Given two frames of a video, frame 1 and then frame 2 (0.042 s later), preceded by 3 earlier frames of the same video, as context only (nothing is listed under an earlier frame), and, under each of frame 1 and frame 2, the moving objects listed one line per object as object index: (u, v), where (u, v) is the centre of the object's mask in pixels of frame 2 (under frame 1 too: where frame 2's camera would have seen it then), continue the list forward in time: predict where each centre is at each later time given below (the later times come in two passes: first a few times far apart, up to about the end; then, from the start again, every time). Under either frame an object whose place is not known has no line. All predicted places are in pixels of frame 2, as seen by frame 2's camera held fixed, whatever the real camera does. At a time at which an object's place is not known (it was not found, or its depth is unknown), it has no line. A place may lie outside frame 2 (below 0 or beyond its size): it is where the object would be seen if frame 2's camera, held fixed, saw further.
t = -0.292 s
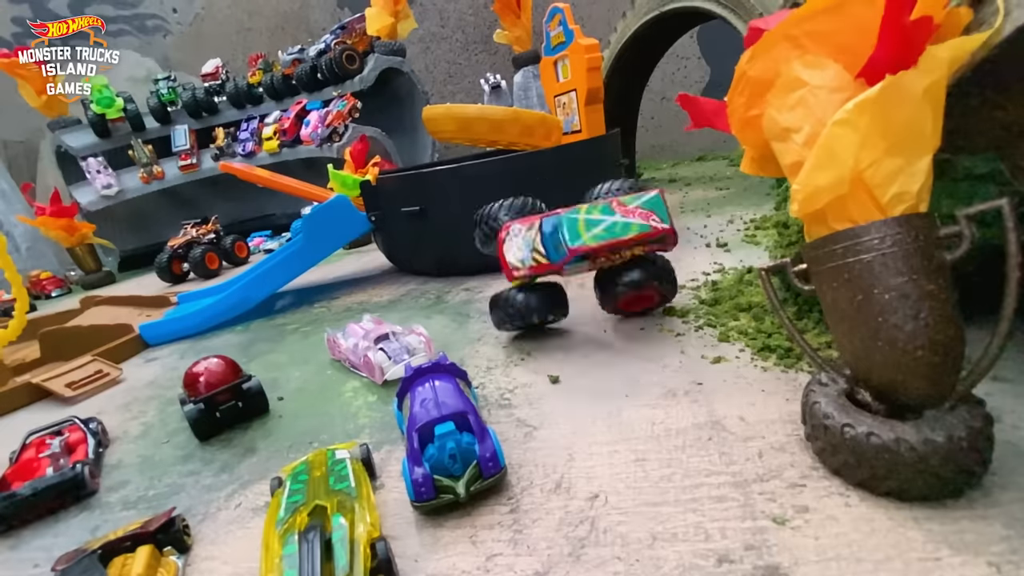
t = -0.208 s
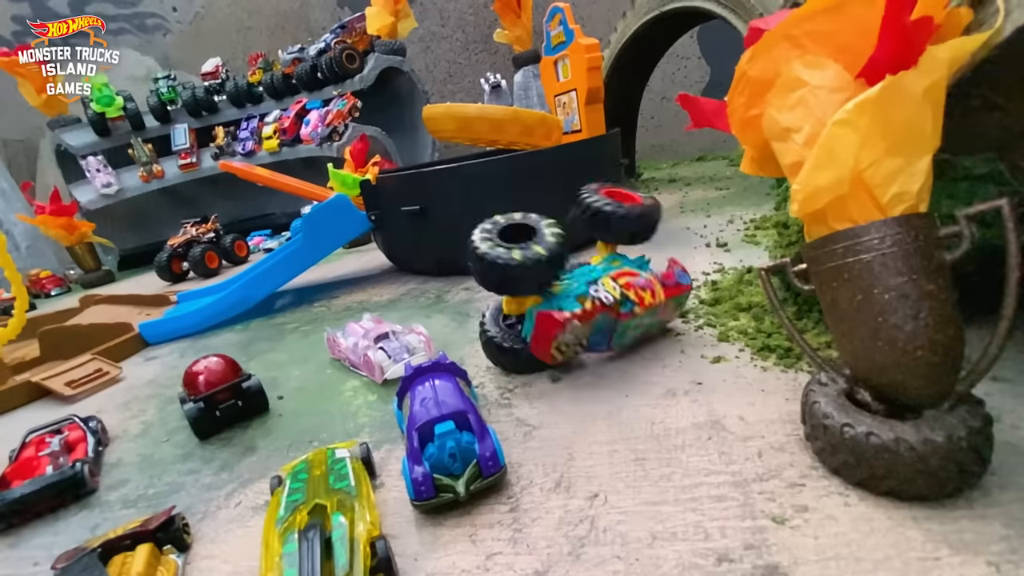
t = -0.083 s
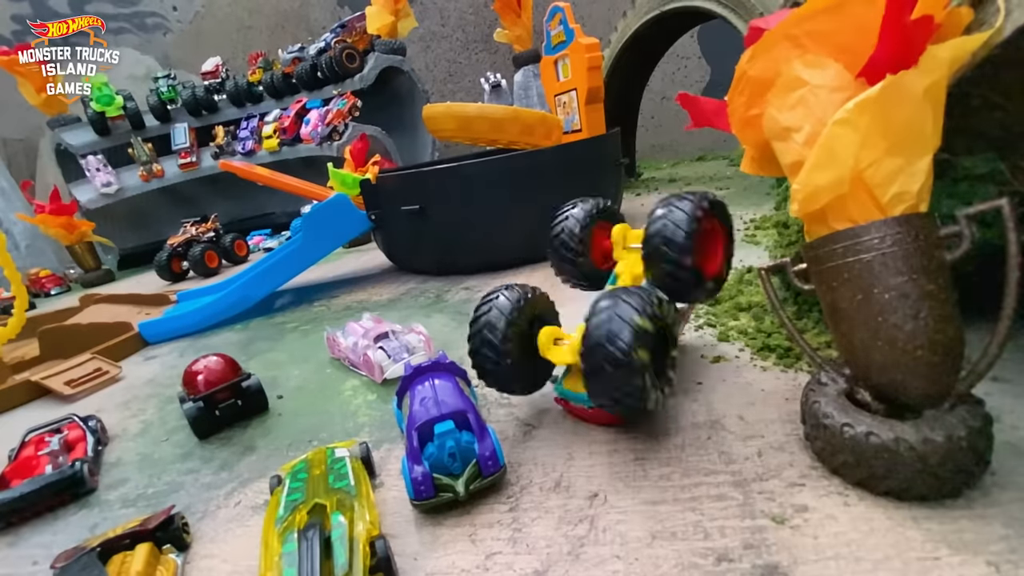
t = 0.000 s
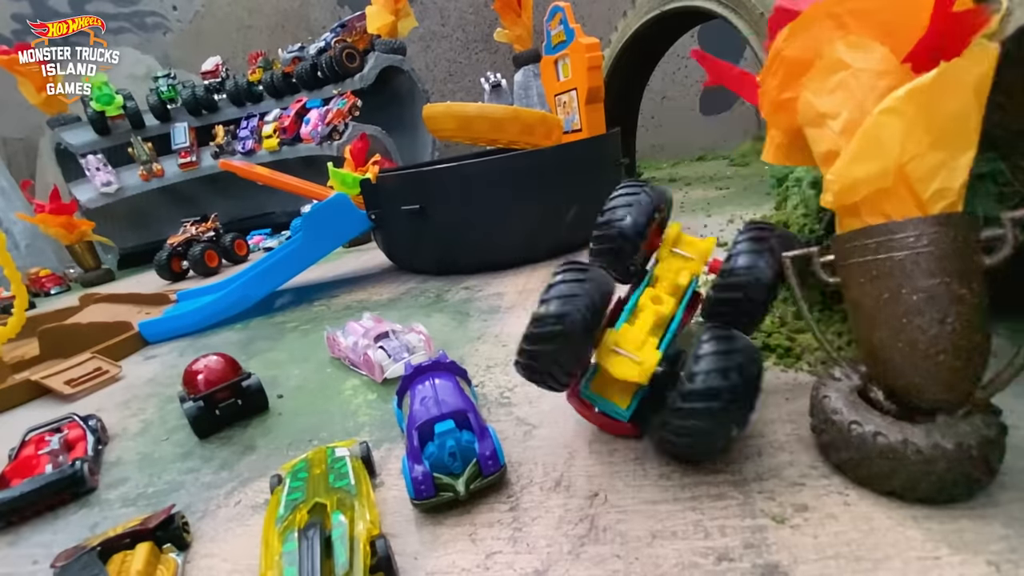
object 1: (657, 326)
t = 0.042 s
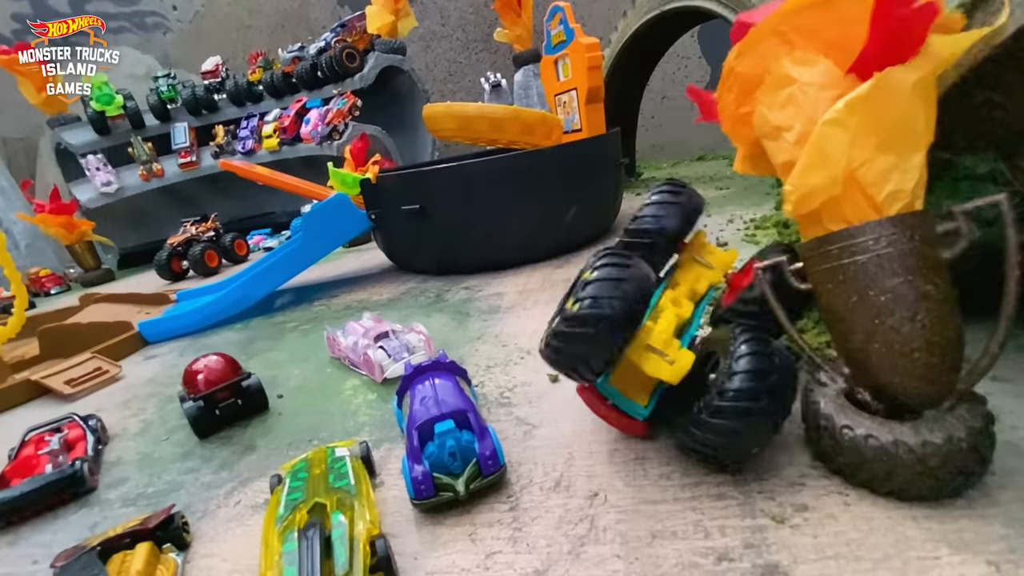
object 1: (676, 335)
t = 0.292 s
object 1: (696, 338)
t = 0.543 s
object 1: (693, 337)
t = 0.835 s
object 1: (693, 337)
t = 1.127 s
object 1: (693, 336)
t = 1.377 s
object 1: (693, 336)
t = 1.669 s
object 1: (693, 336)
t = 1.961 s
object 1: (693, 336)
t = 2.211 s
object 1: (693, 336)
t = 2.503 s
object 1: (693, 336)
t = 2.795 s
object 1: (693, 336)
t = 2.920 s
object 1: (693, 336)
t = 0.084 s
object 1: (694, 343)
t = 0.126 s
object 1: (702, 337)
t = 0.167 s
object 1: (702, 338)
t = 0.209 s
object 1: (699, 339)
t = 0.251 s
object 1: (695, 338)
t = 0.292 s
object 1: (696, 338)
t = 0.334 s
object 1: (694, 337)
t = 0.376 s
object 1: (694, 336)
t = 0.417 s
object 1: (693, 337)
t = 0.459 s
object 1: (693, 337)
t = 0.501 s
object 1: (693, 337)
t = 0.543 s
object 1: (693, 337)
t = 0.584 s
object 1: (693, 337)
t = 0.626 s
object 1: (693, 337)
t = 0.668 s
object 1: (693, 337)
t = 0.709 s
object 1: (693, 337)
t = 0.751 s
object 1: (693, 336)
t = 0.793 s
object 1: (693, 337)
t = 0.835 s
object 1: (693, 337)
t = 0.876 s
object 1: (693, 337)
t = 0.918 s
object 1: (693, 336)
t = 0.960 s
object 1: (693, 336)
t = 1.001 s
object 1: (693, 336)
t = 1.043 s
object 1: (693, 336)
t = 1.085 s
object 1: (693, 336)
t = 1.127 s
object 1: (693, 336)
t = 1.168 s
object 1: (693, 336)
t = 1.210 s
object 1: (693, 336)
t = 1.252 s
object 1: (693, 336)
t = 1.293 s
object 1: (693, 336)
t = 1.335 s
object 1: (693, 336)
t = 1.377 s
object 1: (693, 336)
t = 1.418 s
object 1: (693, 336)
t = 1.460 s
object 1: (693, 336)
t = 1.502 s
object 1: (693, 336)
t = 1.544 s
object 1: (693, 336)
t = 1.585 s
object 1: (693, 336)
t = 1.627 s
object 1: (693, 336)
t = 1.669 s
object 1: (693, 336)
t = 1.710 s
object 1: (693, 336)
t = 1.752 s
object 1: (693, 336)
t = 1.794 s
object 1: (693, 336)
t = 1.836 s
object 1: (693, 336)
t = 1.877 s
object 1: (693, 336)
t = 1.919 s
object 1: (693, 336)
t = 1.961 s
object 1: (693, 336)
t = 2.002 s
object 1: (693, 336)
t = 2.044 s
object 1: (693, 336)
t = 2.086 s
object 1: (693, 336)
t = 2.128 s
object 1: (693, 336)
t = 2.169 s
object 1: (693, 336)
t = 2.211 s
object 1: (693, 336)
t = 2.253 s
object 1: (693, 336)
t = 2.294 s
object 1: (693, 336)
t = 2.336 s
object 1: (693, 336)
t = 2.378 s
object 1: (693, 336)
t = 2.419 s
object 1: (693, 336)
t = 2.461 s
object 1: (693, 336)
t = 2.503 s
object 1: (693, 336)
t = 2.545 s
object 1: (693, 336)
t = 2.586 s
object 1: (693, 336)
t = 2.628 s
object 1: (693, 336)
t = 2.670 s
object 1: (693, 336)
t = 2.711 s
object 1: (693, 336)
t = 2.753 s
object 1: (693, 336)
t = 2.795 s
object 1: (693, 336)
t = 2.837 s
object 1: (693, 336)
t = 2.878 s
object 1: (693, 336)
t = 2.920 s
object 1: (693, 336)
